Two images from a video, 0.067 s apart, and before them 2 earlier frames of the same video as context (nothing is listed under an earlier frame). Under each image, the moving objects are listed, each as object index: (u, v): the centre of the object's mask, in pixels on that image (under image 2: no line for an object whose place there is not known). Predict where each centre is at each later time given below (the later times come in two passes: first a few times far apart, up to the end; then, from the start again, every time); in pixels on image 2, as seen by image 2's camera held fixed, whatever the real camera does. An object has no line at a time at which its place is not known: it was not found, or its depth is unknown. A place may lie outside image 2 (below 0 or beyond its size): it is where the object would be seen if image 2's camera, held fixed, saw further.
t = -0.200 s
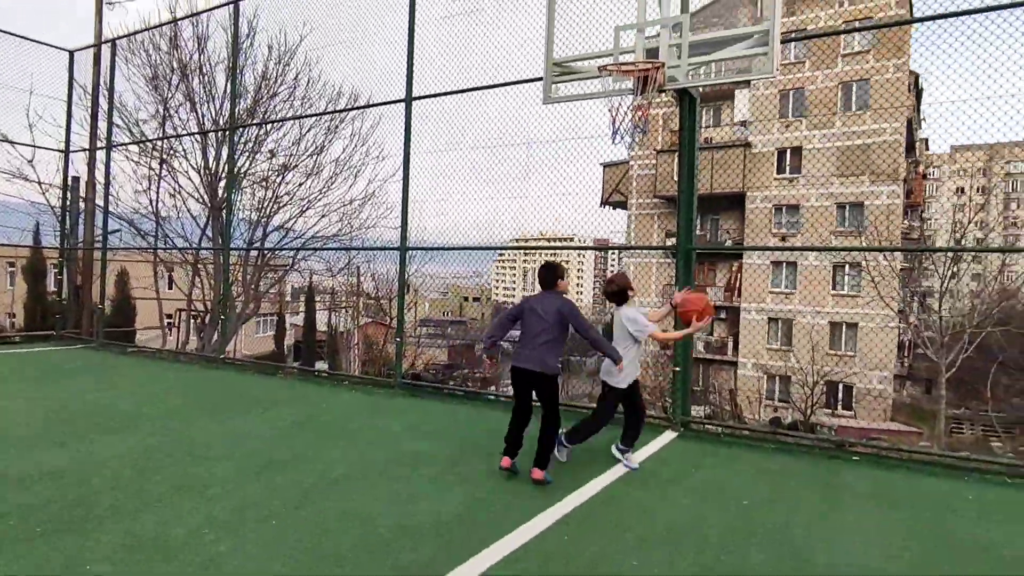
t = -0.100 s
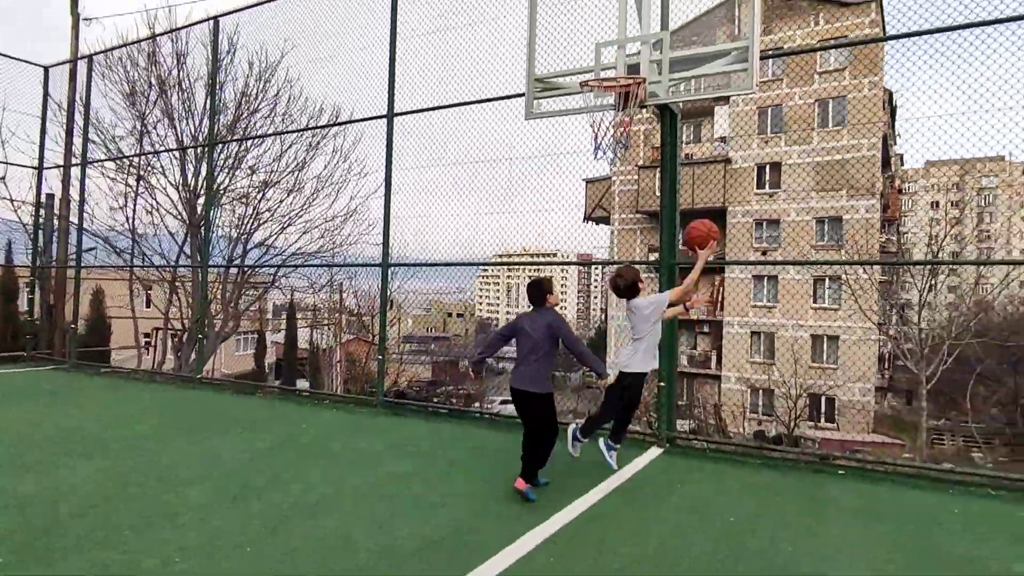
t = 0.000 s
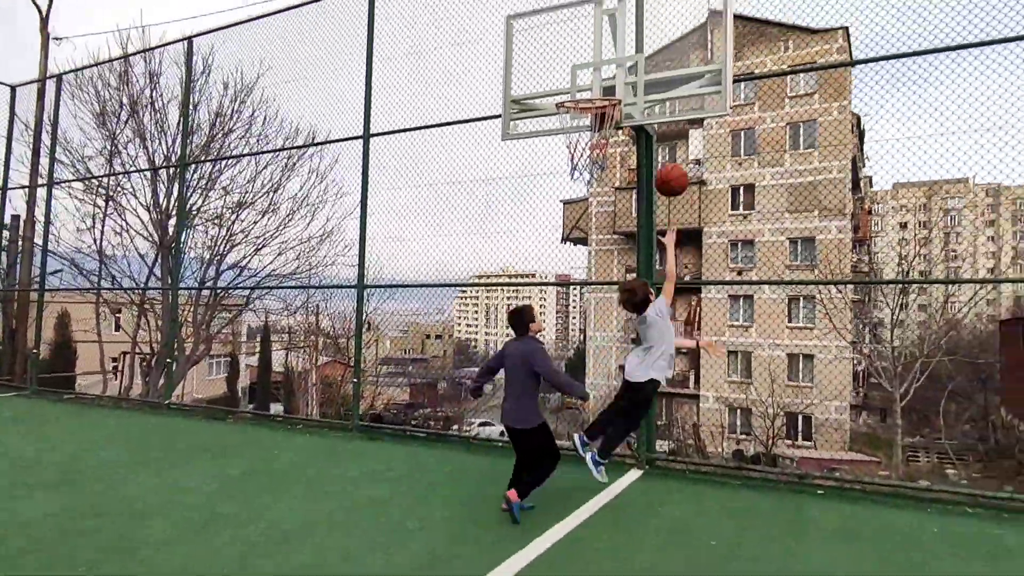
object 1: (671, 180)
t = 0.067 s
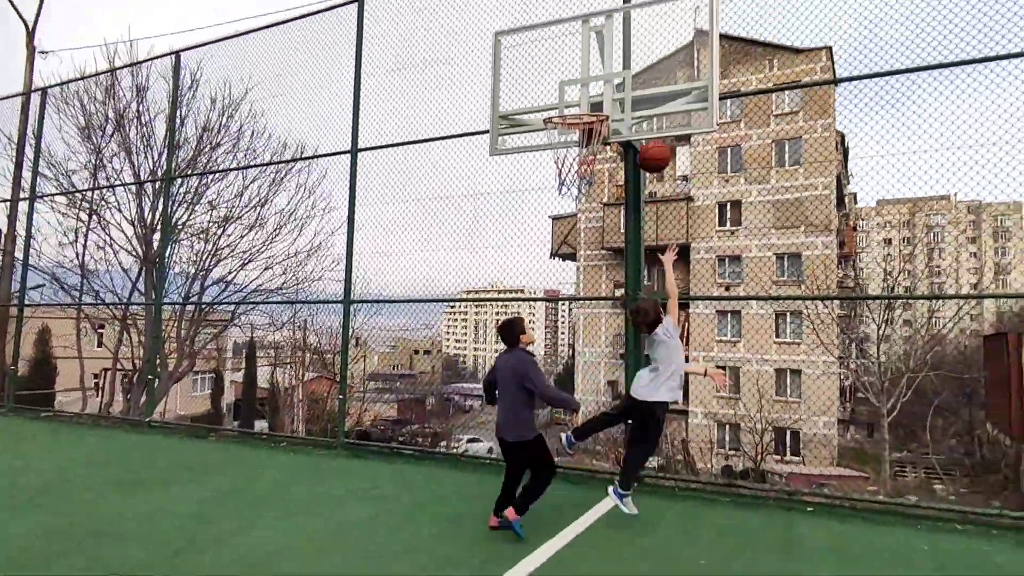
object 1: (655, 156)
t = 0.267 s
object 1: (640, 90)
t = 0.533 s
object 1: (605, 78)
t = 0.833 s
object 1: (557, 162)
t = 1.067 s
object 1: (534, 257)
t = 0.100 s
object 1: (651, 140)
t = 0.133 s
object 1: (648, 125)
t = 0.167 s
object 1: (647, 120)
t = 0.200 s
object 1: (644, 107)
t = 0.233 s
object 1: (642, 97)
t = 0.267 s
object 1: (640, 90)
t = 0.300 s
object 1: (637, 82)
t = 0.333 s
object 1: (633, 78)
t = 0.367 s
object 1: (628, 74)
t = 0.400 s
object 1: (624, 72)
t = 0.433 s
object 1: (619, 71)
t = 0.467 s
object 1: (614, 71)
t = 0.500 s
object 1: (610, 74)
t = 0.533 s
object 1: (605, 78)
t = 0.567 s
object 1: (600, 83)
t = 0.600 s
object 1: (595, 90)
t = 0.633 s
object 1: (589, 97)
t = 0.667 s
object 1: (584, 107)
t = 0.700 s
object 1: (579, 117)
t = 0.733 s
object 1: (575, 129)
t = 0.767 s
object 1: (567, 138)
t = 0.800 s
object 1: (562, 151)
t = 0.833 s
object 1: (557, 162)
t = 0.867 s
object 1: (554, 170)
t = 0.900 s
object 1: (551, 180)
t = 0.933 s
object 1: (548, 191)
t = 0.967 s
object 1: (545, 203)
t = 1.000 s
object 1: (542, 217)
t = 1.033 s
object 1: (539, 232)
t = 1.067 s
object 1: (534, 257)
